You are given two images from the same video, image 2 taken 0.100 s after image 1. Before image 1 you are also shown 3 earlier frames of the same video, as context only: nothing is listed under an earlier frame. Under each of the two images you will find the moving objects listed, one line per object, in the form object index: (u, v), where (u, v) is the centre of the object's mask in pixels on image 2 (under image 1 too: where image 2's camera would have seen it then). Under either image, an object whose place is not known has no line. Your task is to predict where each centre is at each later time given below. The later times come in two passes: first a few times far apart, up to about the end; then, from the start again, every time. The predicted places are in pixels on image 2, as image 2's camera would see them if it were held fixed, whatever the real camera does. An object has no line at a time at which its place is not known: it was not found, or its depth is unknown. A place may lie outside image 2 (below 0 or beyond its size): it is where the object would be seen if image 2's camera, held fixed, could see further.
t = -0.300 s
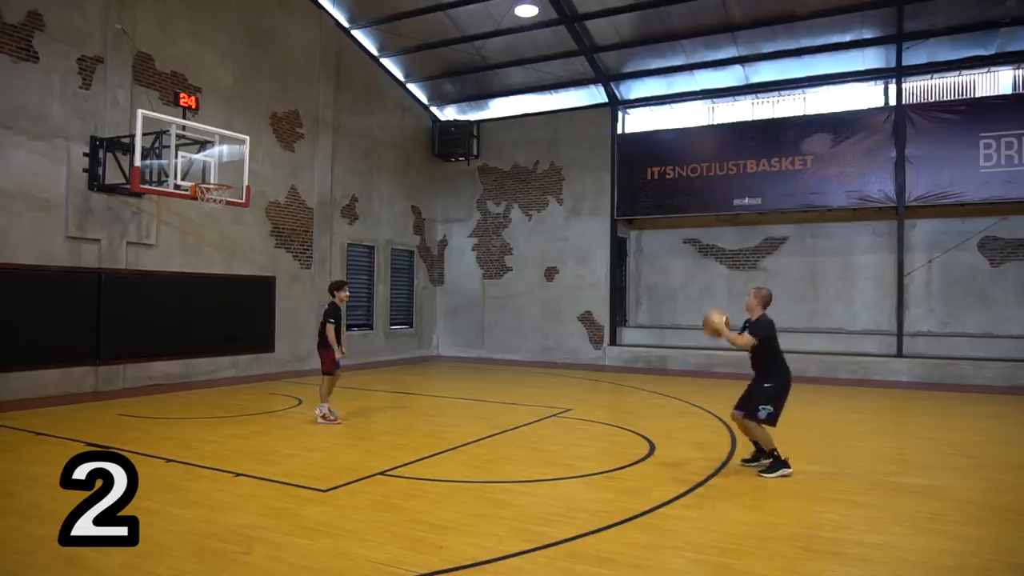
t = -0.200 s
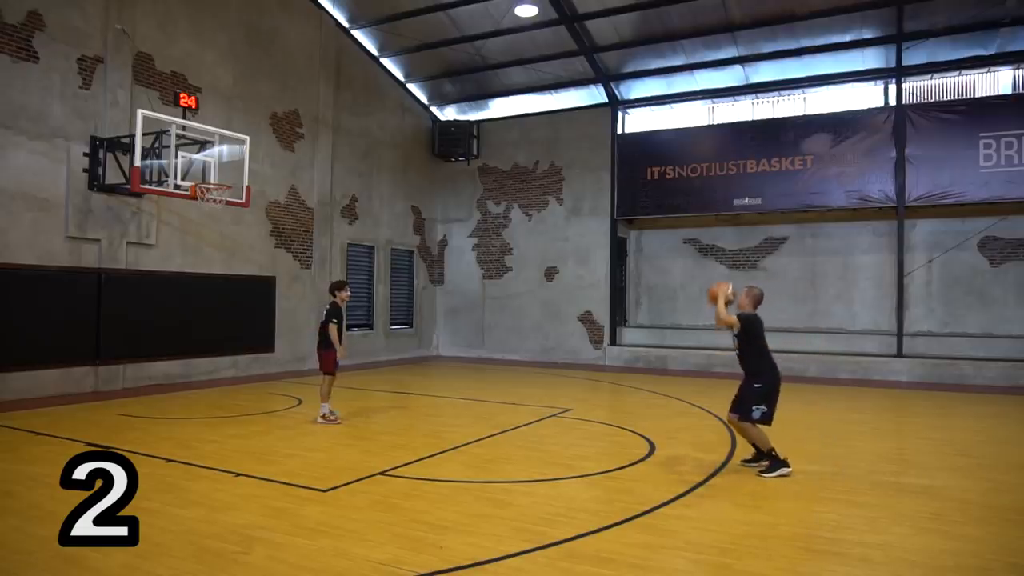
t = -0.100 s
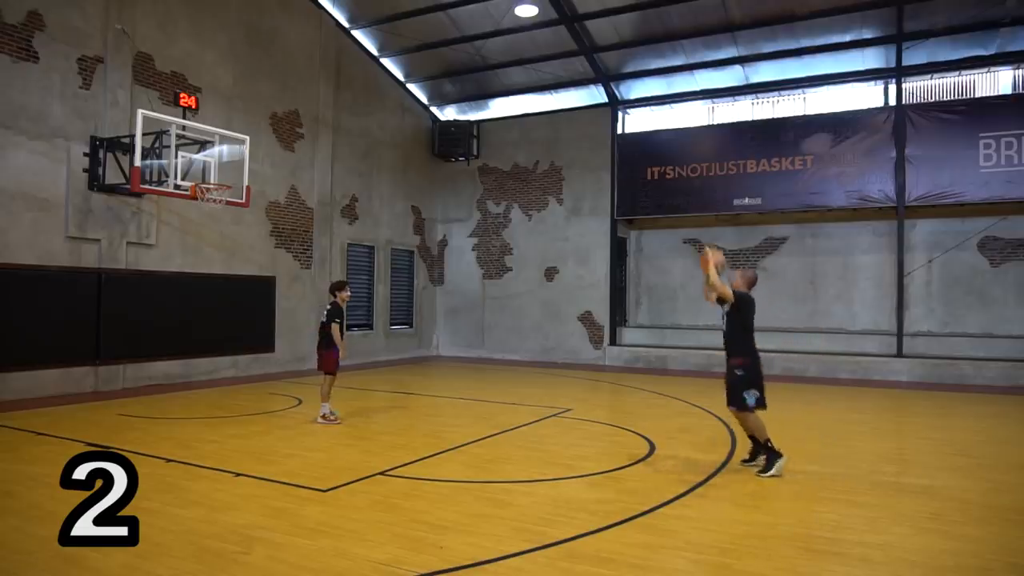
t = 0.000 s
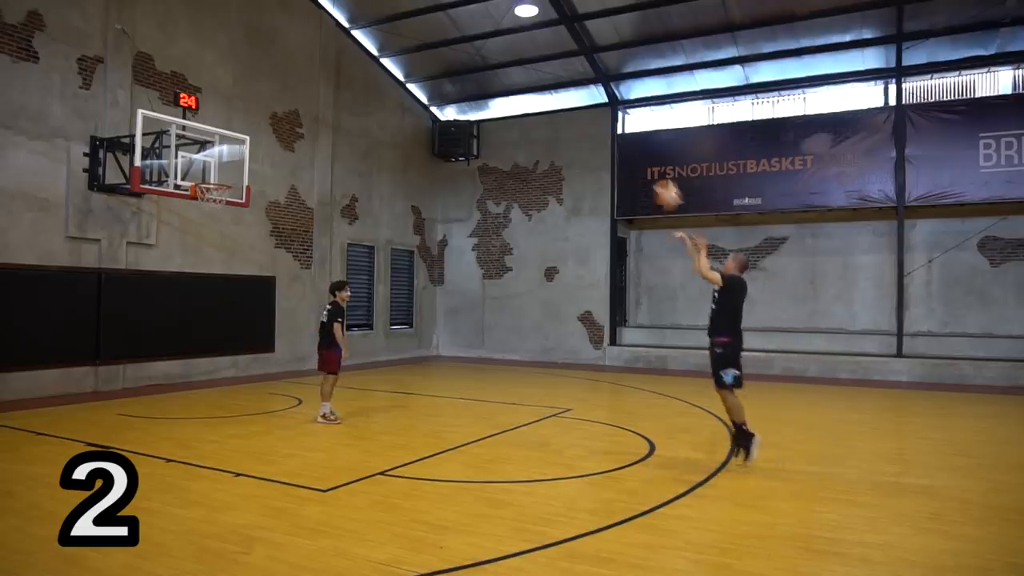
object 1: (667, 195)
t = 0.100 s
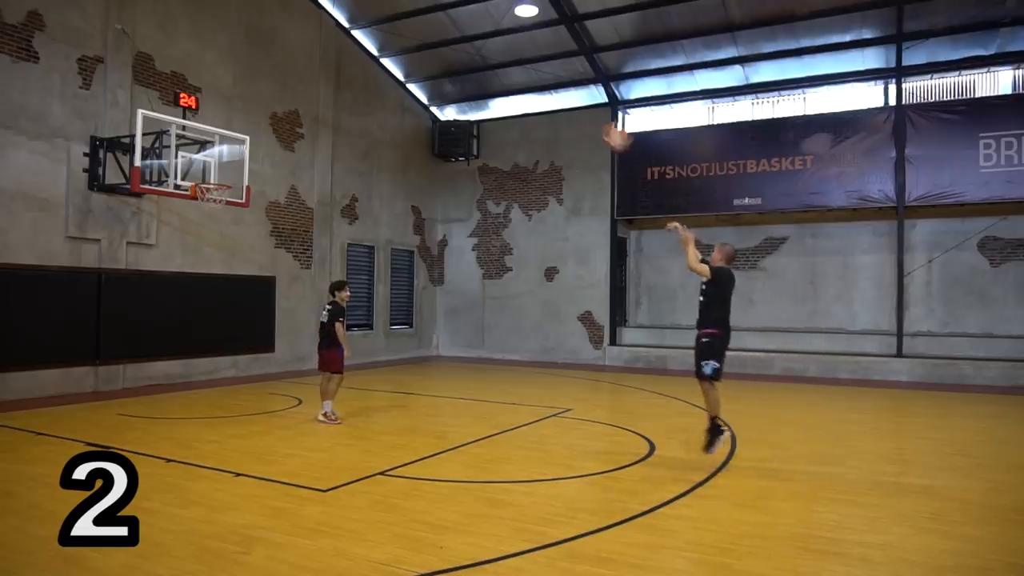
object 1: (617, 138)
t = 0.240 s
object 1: (551, 77)
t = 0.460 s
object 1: (464, 32)
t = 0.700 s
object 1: (380, 30)
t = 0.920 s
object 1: (312, 66)
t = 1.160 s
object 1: (247, 142)
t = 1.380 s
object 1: (213, 161)
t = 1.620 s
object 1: (207, 151)
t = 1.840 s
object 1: (220, 165)
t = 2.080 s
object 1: (219, 174)
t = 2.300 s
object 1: (212, 199)
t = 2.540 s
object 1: (202, 267)
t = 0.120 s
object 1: (606, 126)
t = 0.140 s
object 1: (598, 116)
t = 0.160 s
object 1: (589, 110)
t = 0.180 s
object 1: (580, 101)
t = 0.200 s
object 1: (569, 90)
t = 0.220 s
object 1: (560, 84)
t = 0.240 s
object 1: (551, 77)
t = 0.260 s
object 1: (543, 71)
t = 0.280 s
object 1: (534, 64)
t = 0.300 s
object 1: (526, 60)
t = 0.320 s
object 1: (519, 55)
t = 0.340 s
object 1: (510, 50)
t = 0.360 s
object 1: (501, 46)
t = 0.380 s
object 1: (494, 44)
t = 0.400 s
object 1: (486, 39)
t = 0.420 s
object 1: (478, 36)
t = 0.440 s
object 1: (471, 34)
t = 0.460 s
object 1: (464, 32)
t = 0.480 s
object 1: (455, 30)
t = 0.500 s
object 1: (448, 28)
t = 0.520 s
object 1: (442, 27)
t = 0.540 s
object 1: (434, 26)
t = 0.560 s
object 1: (426, 26)
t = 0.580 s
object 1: (419, 23)
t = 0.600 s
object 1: (412, 24)
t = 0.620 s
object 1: (406, 26)
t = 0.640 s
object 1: (399, 26)
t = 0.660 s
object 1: (392, 27)
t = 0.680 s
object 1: (386, 28)
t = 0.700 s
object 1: (380, 30)
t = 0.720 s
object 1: (373, 31)
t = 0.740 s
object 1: (367, 34)
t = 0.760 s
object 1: (359, 37)
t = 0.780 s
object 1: (352, 41)
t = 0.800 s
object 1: (347, 43)
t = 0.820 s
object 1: (341, 46)
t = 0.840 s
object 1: (335, 50)
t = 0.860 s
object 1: (329, 54)
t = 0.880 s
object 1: (323, 58)
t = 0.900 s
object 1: (317, 63)
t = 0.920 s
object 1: (312, 66)
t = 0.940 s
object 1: (306, 72)
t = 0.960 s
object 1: (300, 77)
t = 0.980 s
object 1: (295, 82)
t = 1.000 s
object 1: (289, 88)
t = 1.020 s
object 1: (284, 94)
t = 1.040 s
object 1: (277, 100)
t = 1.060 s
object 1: (273, 107)
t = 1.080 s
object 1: (266, 112)
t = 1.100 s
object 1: (262, 119)
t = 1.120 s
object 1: (258, 126)
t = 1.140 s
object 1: (252, 134)
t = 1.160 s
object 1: (247, 142)
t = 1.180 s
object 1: (240, 151)
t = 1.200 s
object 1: (236, 159)
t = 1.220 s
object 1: (231, 166)
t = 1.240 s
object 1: (225, 174)
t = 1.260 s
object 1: (224, 176)
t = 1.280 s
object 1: (222, 172)
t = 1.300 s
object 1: (221, 170)
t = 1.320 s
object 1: (219, 168)
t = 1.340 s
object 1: (217, 164)
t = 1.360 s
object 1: (215, 162)
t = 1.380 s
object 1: (213, 161)
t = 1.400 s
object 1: (212, 159)
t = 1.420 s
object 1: (211, 157)
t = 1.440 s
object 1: (209, 156)
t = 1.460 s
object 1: (208, 155)
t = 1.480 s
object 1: (206, 155)
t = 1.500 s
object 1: (205, 154)
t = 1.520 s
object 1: (204, 154)
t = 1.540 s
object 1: (203, 154)
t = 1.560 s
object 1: (204, 153)
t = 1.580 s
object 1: (205, 152)
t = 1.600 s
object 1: (206, 151)
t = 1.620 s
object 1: (207, 151)
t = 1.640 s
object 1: (208, 151)
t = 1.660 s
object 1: (209, 150)
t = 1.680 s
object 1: (210, 151)
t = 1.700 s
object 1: (211, 151)
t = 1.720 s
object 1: (212, 152)
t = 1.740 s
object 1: (214, 154)
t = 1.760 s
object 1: (215, 155)
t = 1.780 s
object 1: (217, 158)
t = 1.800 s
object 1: (218, 159)
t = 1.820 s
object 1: (219, 162)
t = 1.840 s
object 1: (220, 165)
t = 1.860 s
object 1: (222, 168)
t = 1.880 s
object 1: (223, 171)
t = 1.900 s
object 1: (224, 175)
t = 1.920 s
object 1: (224, 175)
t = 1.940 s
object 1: (224, 174)
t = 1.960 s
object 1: (223, 174)
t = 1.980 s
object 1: (222, 174)
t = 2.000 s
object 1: (221, 174)
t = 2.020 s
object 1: (221, 174)
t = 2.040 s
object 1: (220, 174)
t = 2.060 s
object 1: (220, 175)
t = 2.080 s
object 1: (219, 174)
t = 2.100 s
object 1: (219, 175)
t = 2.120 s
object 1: (218, 176)
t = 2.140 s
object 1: (218, 179)
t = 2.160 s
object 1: (217, 178)
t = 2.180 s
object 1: (216, 180)
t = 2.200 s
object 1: (216, 181)
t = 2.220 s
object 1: (215, 184)
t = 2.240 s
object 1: (215, 189)
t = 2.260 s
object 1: (213, 192)
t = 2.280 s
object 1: (212, 195)
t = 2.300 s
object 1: (212, 199)
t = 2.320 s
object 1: (211, 207)
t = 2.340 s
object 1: (211, 210)
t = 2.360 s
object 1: (209, 213)
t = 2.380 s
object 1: (208, 218)
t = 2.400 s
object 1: (208, 223)
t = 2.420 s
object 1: (207, 228)
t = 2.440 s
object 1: (206, 234)
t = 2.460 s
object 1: (205, 240)
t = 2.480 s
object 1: (205, 247)
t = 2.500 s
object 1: (203, 254)
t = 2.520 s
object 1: (203, 261)
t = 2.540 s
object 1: (202, 267)
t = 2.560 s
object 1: (201, 275)
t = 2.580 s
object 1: (200, 281)
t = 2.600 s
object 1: (199, 289)
